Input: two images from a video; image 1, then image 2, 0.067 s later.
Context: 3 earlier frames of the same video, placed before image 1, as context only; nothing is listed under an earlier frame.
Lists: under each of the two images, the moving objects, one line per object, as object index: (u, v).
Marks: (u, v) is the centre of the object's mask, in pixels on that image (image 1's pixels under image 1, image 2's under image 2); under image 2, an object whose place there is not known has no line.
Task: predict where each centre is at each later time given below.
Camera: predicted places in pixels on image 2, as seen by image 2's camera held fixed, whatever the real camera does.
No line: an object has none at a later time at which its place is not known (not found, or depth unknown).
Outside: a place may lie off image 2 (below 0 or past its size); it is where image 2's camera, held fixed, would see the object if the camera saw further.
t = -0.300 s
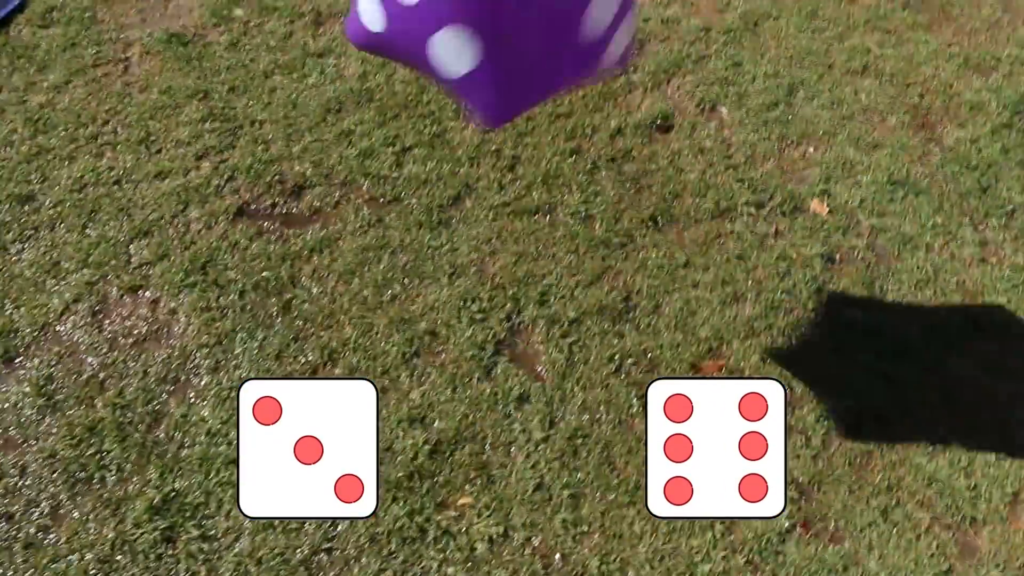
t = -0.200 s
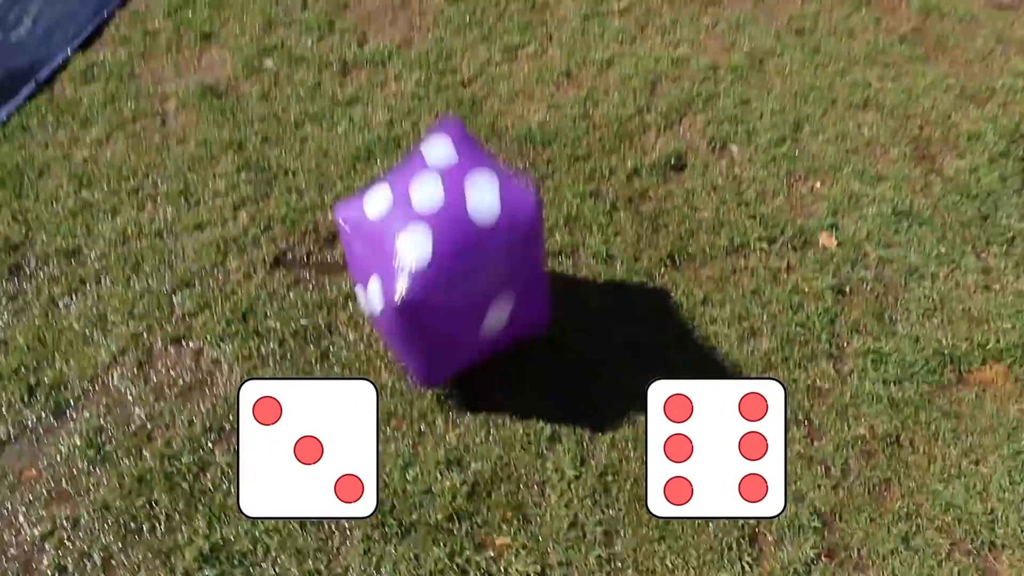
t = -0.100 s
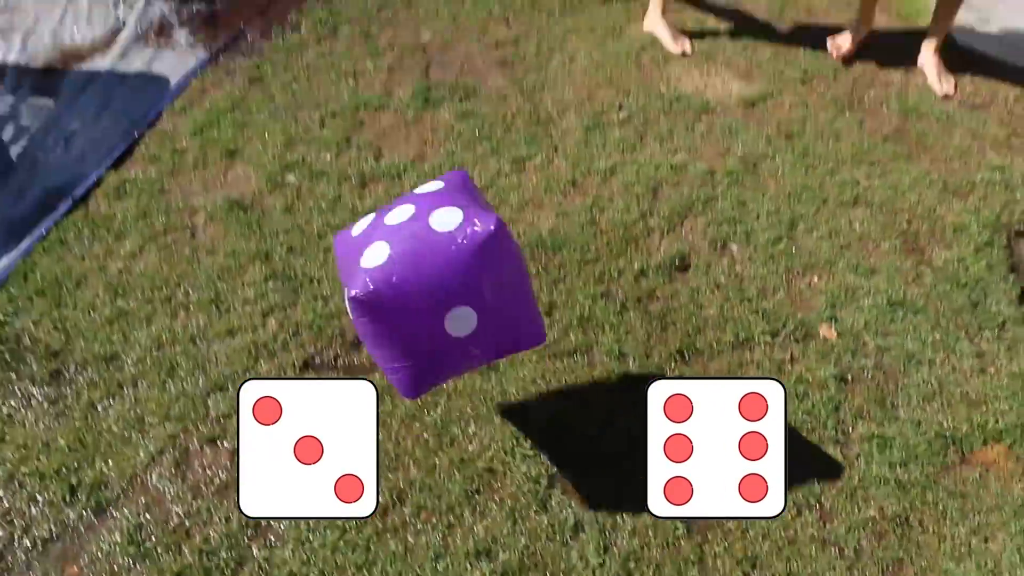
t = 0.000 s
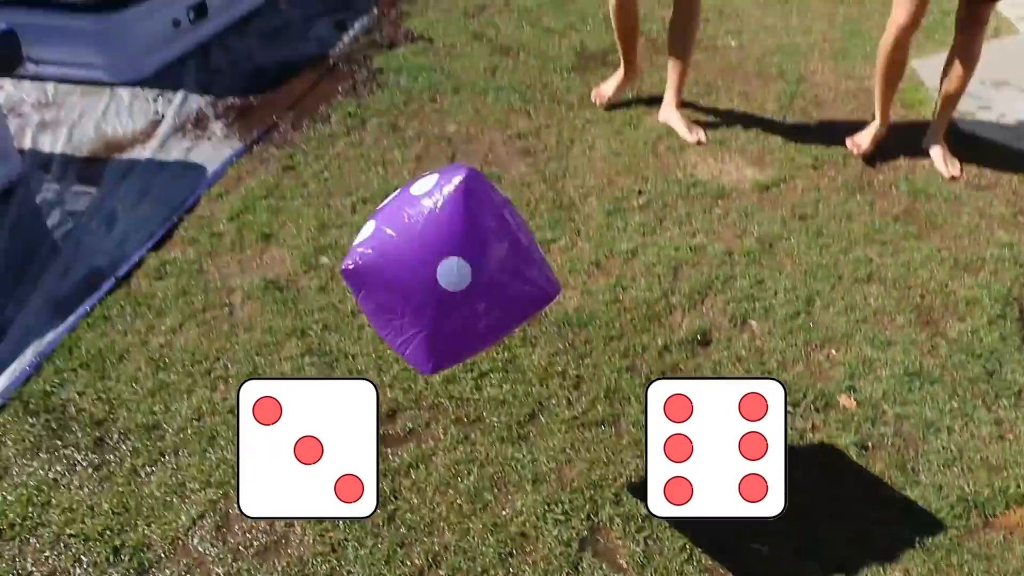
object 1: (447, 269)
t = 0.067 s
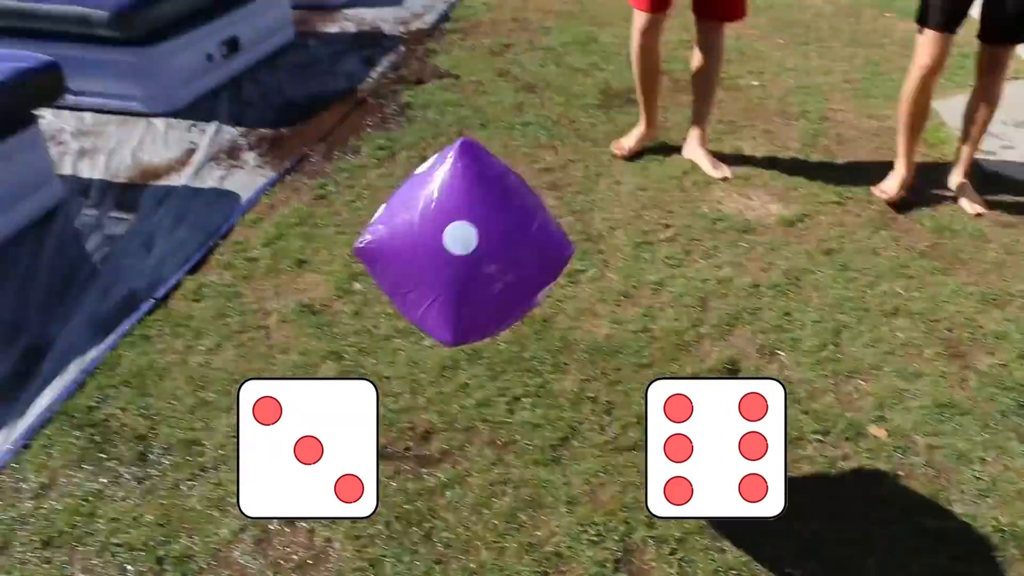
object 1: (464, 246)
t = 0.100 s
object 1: (462, 230)
